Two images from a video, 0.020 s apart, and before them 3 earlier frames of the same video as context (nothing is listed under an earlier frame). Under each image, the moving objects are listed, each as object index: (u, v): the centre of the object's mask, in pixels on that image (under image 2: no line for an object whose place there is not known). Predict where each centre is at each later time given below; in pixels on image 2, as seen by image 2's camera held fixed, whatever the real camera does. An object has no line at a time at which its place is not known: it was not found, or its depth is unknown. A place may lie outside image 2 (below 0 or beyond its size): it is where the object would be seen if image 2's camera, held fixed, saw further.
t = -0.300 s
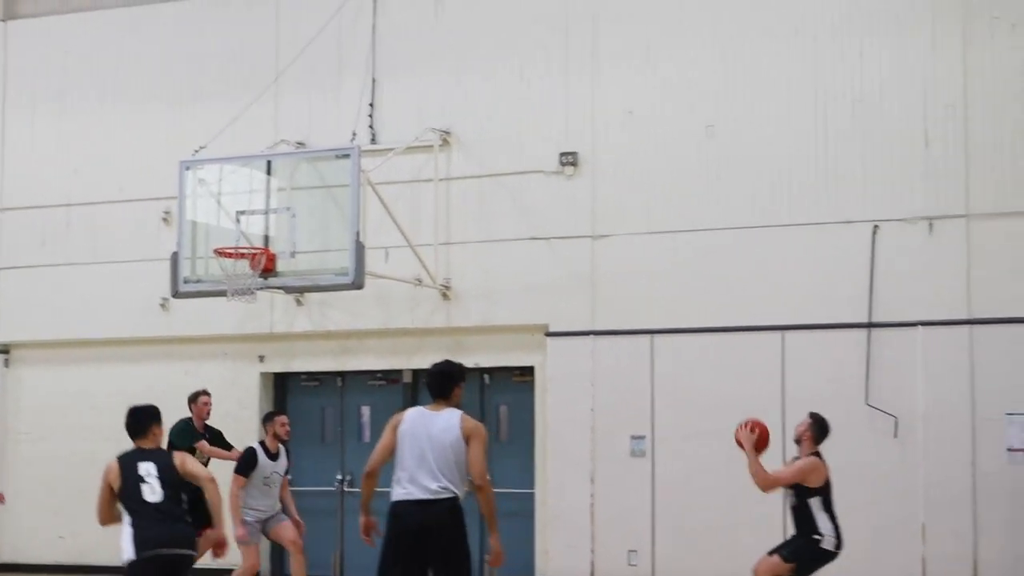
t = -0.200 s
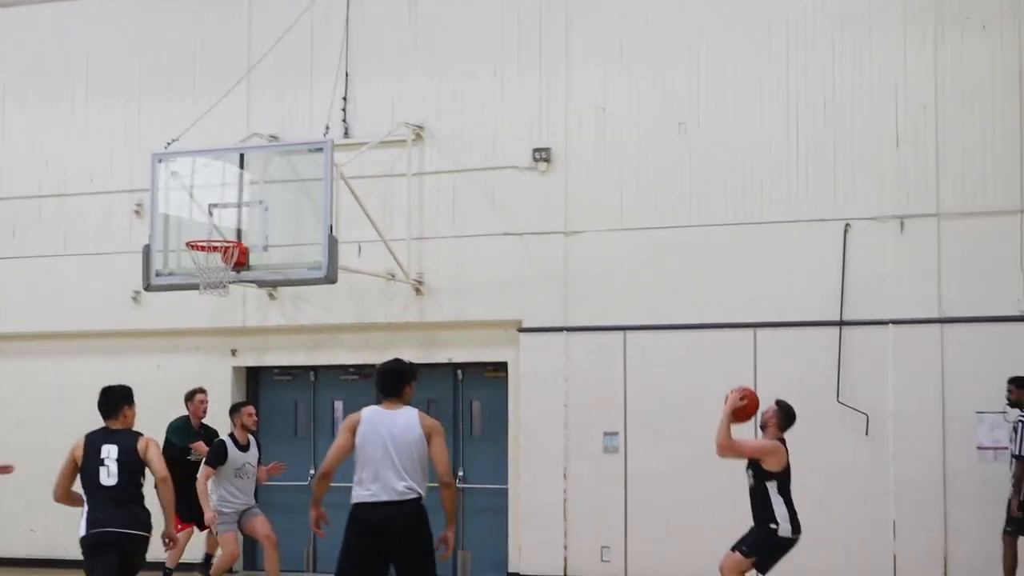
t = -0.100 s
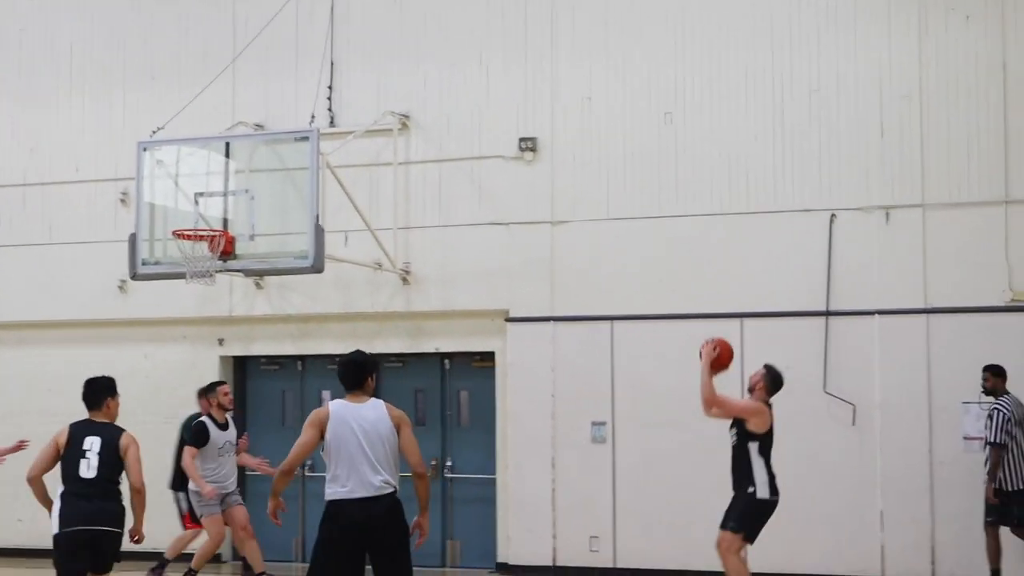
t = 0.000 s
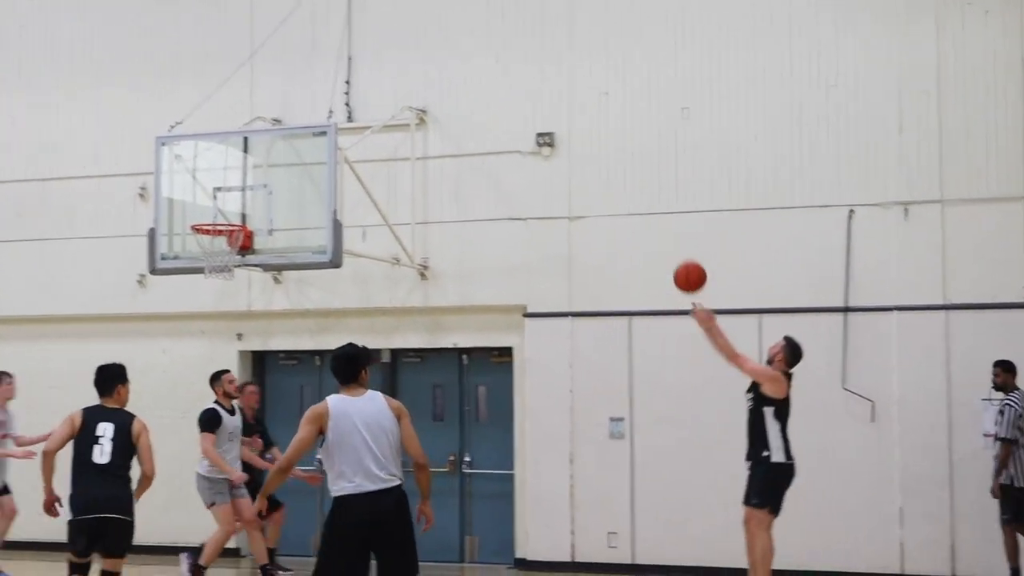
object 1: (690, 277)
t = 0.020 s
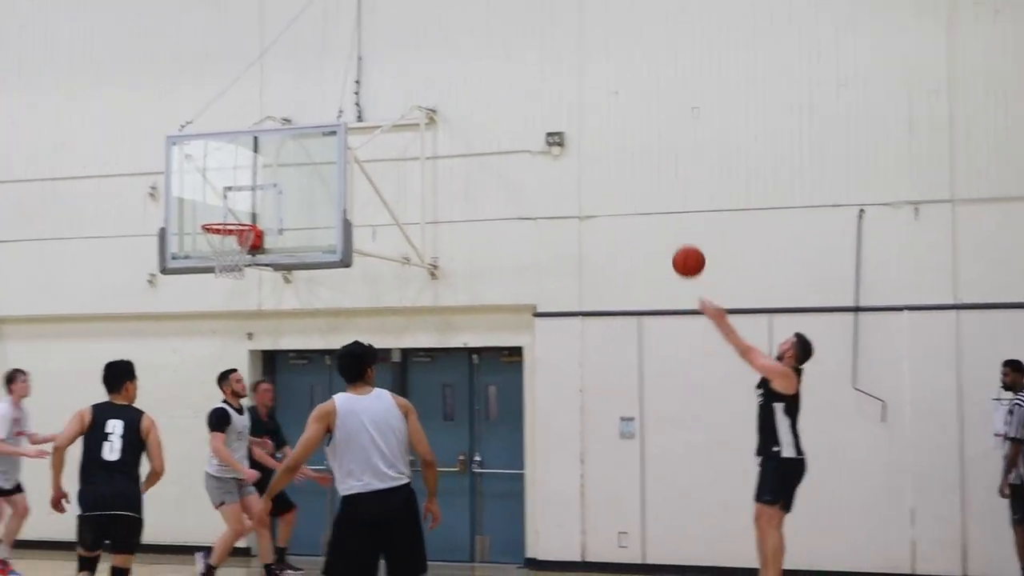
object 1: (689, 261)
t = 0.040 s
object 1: (675, 246)
